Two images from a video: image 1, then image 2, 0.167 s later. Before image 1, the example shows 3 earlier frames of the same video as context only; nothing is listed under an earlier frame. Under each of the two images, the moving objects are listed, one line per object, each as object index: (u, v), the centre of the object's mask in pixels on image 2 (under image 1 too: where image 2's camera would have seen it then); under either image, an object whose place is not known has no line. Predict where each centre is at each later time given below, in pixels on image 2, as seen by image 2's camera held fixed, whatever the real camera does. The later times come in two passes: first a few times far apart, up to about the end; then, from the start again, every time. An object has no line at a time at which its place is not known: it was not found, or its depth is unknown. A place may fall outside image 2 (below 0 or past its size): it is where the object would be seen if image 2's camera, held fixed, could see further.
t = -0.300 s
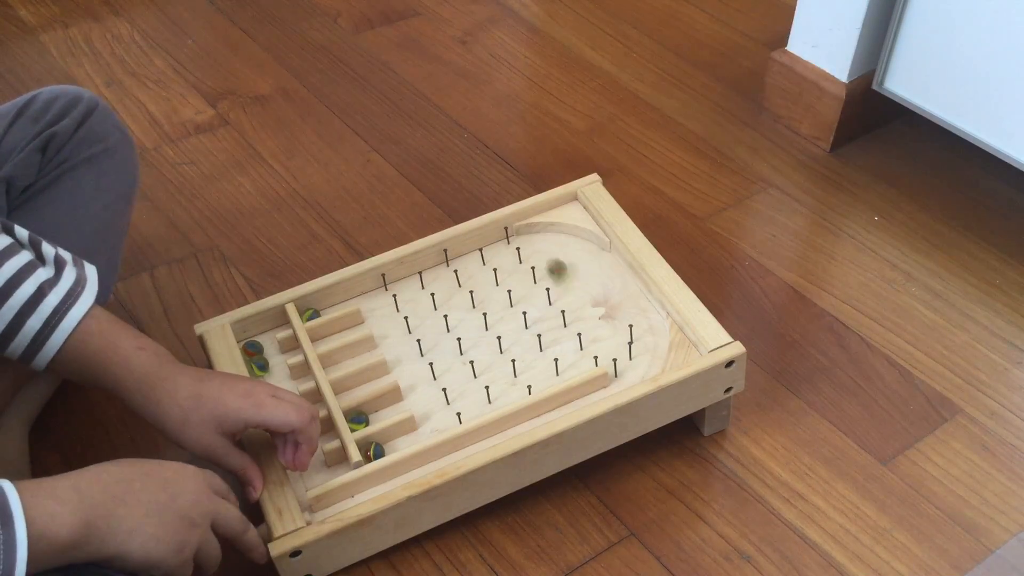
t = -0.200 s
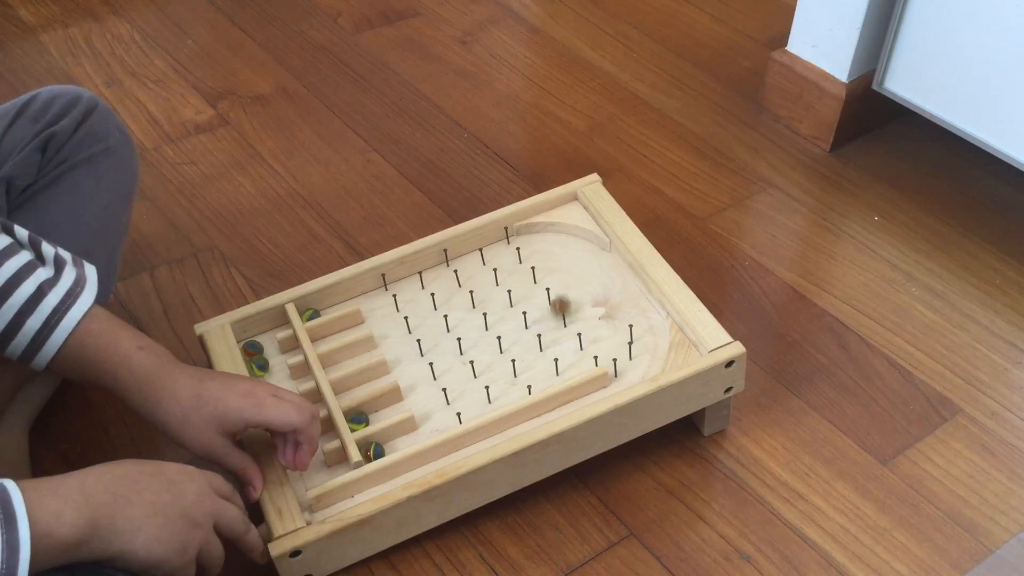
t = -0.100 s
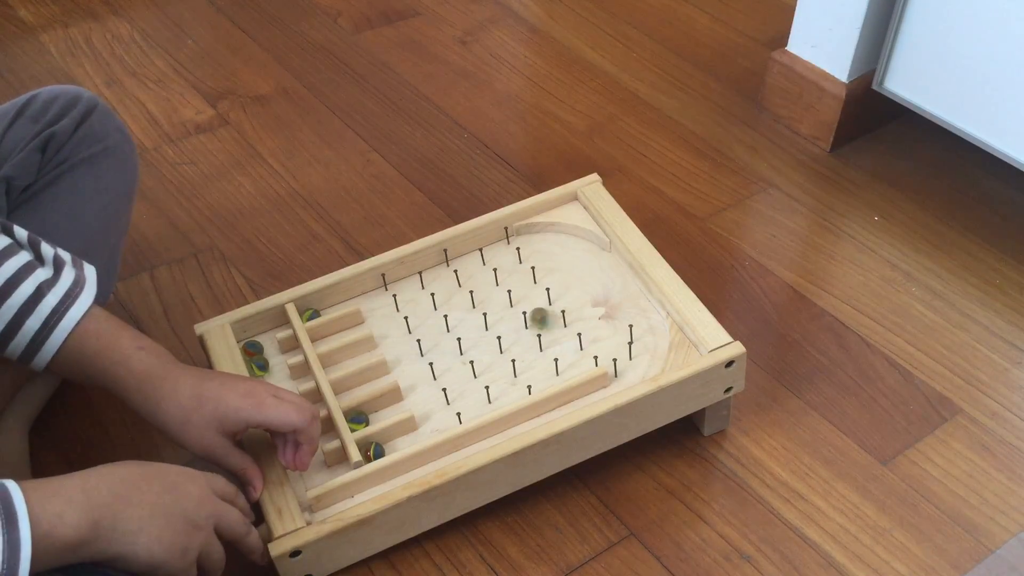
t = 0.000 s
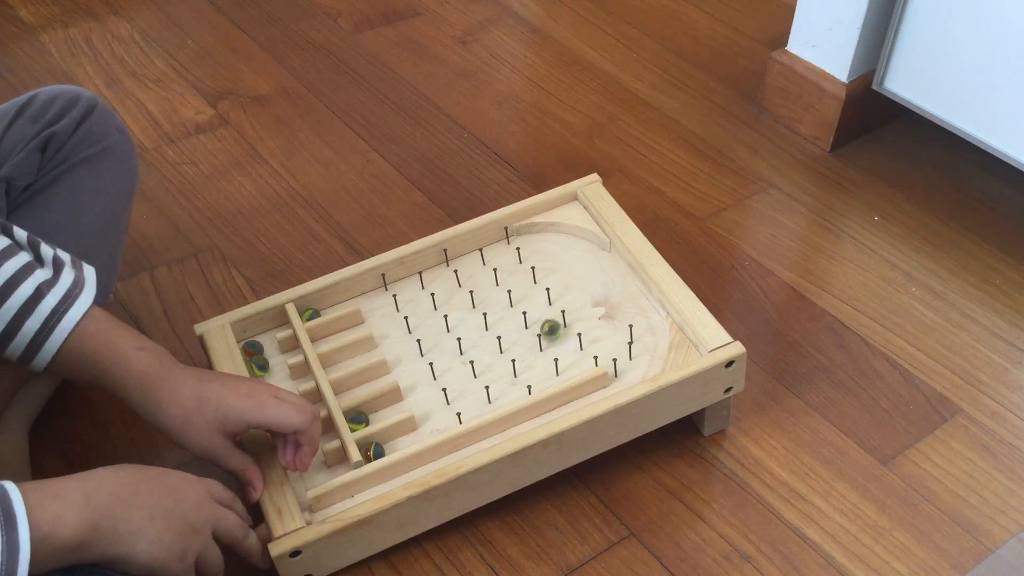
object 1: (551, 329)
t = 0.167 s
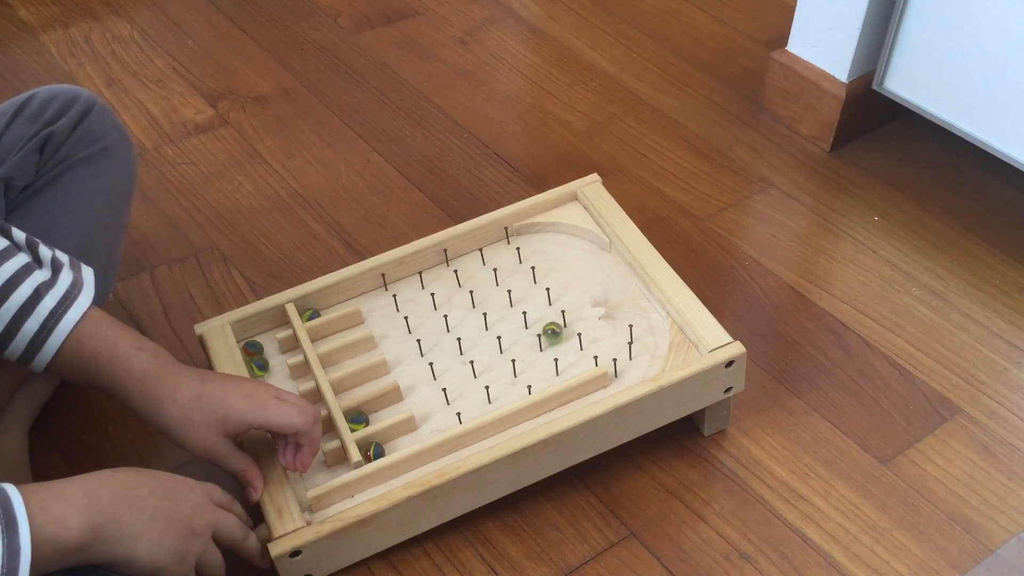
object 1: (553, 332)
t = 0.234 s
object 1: (546, 335)
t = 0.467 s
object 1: (509, 336)
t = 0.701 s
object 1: (503, 324)
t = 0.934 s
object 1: (476, 341)
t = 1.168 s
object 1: (473, 353)
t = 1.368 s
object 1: (457, 381)
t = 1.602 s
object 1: (459, 399)
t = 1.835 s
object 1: (406, 439)
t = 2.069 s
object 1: (394, 445)
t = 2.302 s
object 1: (394, 444)
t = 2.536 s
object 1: (394, 445)
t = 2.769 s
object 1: (394, 445)
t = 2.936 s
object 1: (394, 445)
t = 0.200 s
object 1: (550, 334)
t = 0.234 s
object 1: (546, 335)
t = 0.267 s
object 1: (545, 333)
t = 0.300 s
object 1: (543, 332)
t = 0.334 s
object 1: (538, 331)
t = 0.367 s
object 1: (532, 332)
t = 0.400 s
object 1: (524, 334)
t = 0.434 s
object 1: (515, 336)
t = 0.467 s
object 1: (509, 336)
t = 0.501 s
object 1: (509, 331)
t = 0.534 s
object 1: (506, 328)
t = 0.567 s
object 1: (503, 325)
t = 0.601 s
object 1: (499, 323)
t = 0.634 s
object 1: (501, 323)
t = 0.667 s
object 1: (502, 323)
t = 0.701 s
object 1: (503, 324)
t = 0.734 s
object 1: (502, 325)
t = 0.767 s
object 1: (500, 327)
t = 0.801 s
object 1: (497, 329)
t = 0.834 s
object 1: (491, 333)
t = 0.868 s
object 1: (483, 336)
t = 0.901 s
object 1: (475, 340)
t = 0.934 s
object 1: (476, 341)
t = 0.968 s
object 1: (481, 341)
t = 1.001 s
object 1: (484, 342)
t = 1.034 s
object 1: (484, 343)
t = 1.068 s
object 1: (484, 345)
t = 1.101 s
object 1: (482, 347)
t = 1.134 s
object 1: (478, 350)
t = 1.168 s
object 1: (473, 353)
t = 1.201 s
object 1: (466, 358)
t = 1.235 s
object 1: (457, 363)
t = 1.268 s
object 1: (448, 369)
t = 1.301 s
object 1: (452, 372)
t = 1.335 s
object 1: (455, 377)
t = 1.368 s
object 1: (457, 381)
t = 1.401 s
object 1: (456, 387)
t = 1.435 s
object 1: (459, 388)
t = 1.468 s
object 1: (463, 389)
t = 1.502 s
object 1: (464, 391)
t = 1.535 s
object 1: (464, 393)
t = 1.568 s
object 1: (462, 395)
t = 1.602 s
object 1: (459, 399)
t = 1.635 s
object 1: (455, 403)
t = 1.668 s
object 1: (452, 408)
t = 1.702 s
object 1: (446, 415)
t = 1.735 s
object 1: (439, 421)
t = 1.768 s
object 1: (430, 428)
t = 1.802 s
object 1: (420, 433)
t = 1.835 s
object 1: (406, 439)
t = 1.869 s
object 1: (395, 443)
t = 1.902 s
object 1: (398, 443)
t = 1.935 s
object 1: (397, 443)
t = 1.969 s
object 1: (395, 444)
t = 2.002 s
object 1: (394, 445)
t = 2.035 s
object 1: (394, 445)
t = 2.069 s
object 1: (394, 445)
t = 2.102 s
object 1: (394, 445)
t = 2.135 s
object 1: (394, 445)
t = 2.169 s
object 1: (394, 445)
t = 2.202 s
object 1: (394, 444)
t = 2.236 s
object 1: (394, 445)
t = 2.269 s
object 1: (394, 444)
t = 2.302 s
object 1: (394, 444)
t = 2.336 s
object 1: (394, 444)
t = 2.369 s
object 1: (394, 444)
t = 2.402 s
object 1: (394, 445)
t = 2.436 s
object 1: (394, 445)
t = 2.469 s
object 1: (395, 444)
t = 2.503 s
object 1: (395, 445)
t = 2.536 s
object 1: (394, 445)
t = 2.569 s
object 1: (394, 445)
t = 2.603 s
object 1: (394, 445)
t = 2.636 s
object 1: (395, 444)
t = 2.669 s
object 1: (394, 445)
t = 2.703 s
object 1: (394, 445)
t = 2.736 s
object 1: (394, 445)
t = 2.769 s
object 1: (394, 445)
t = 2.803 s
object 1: (394, 445)
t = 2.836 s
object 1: (395, 444)
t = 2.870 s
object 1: (394, 445)
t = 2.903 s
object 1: (394, 445)
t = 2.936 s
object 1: (394, 445)
